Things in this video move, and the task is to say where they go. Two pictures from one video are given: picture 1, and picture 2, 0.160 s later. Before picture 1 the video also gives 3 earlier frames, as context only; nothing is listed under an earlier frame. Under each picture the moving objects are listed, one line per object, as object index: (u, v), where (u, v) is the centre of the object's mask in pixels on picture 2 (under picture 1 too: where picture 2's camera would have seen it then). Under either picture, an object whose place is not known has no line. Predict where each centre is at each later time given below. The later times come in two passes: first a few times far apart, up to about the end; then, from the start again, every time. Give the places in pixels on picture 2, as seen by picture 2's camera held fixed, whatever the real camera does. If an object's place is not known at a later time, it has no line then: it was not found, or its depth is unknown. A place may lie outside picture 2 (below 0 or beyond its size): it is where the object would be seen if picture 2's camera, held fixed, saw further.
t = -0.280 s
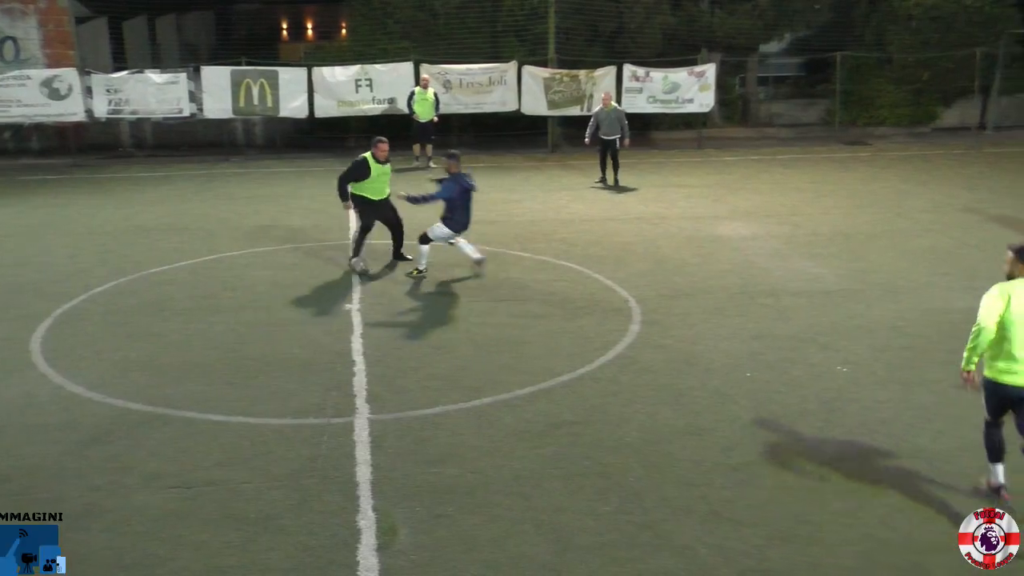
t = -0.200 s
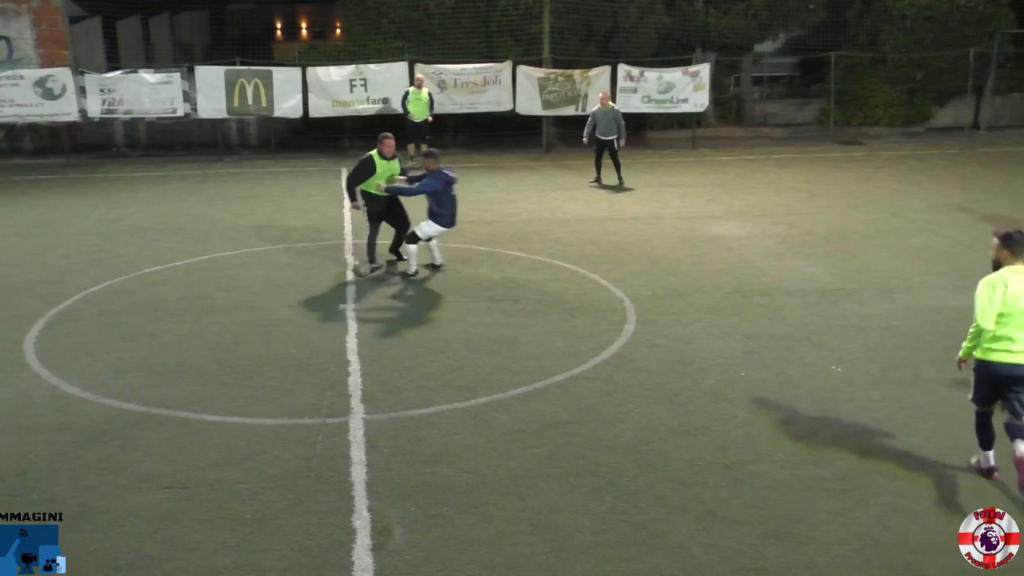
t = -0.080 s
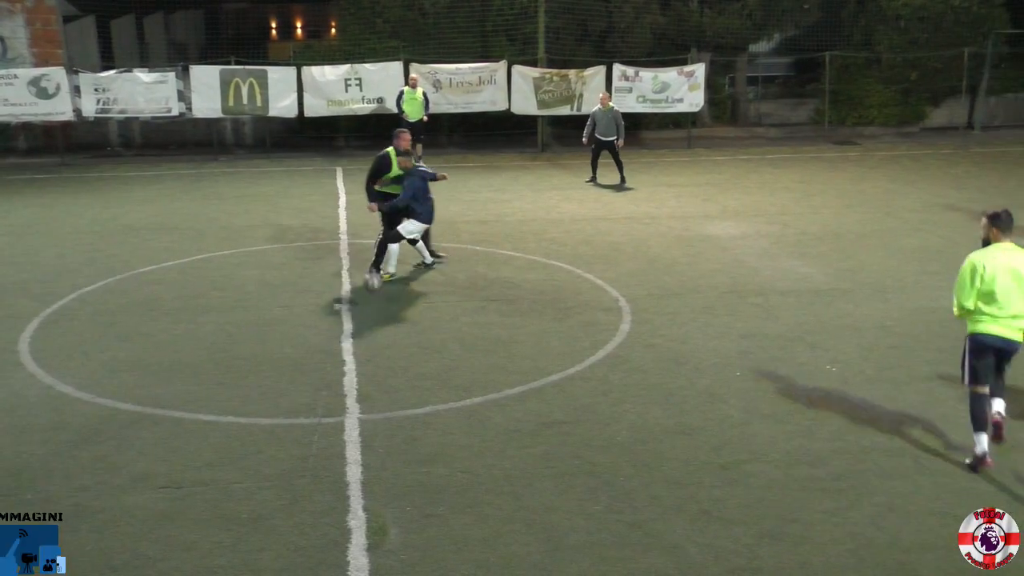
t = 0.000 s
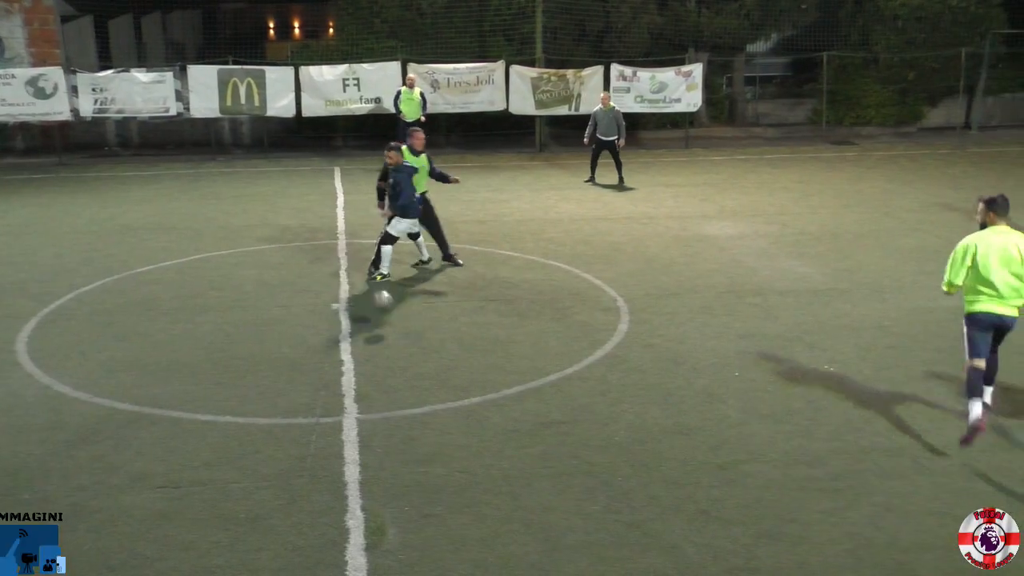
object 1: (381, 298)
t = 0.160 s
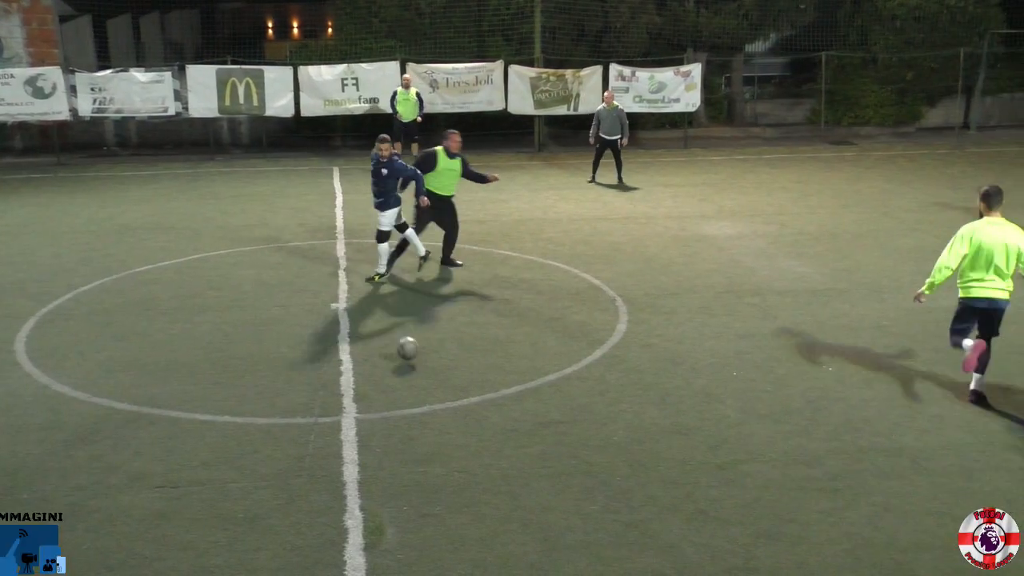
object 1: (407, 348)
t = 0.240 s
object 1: (418, 361)
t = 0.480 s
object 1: (457, 413)
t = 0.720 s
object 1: (505, 471)
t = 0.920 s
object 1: (551, 534)
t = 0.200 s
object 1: (413, 353)
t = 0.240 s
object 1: (418, 361)
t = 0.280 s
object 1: (426, 370)
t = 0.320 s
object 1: (433, 383)
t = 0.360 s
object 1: (439, 391)
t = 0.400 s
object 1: (445, 396)
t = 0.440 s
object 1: (451, 403)
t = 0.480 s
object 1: (457, 413)
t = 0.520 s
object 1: (465, 425)
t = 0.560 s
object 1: (472, 433)
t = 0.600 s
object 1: (480, 443)
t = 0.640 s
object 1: (487, 453)
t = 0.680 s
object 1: (495, 462)
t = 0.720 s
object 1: (505, 471)
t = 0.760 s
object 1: (513, 485)
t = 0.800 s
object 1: (521, 497)
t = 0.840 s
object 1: (530, 508)
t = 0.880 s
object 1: (540, 522)
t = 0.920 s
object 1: (551, 534)
